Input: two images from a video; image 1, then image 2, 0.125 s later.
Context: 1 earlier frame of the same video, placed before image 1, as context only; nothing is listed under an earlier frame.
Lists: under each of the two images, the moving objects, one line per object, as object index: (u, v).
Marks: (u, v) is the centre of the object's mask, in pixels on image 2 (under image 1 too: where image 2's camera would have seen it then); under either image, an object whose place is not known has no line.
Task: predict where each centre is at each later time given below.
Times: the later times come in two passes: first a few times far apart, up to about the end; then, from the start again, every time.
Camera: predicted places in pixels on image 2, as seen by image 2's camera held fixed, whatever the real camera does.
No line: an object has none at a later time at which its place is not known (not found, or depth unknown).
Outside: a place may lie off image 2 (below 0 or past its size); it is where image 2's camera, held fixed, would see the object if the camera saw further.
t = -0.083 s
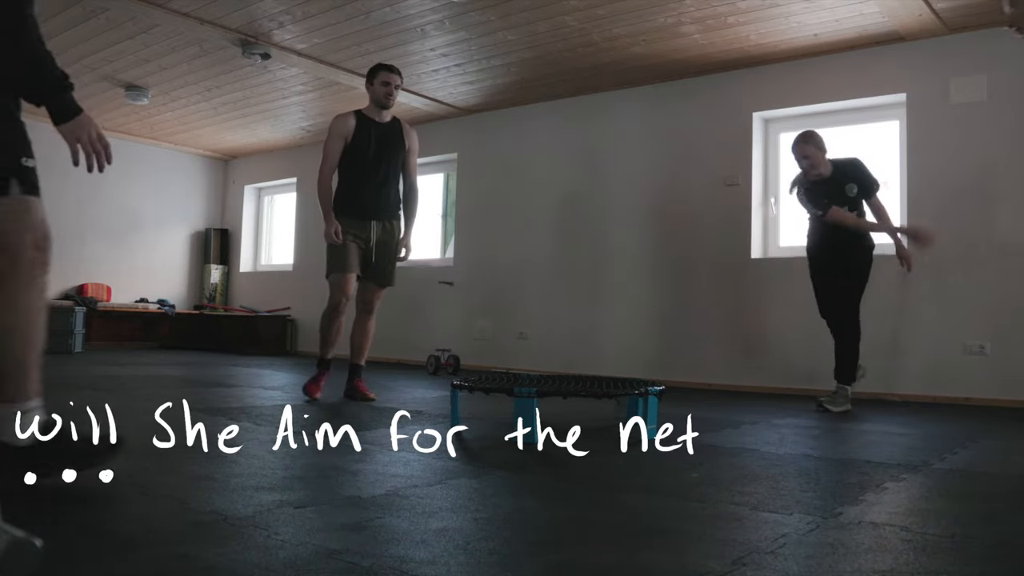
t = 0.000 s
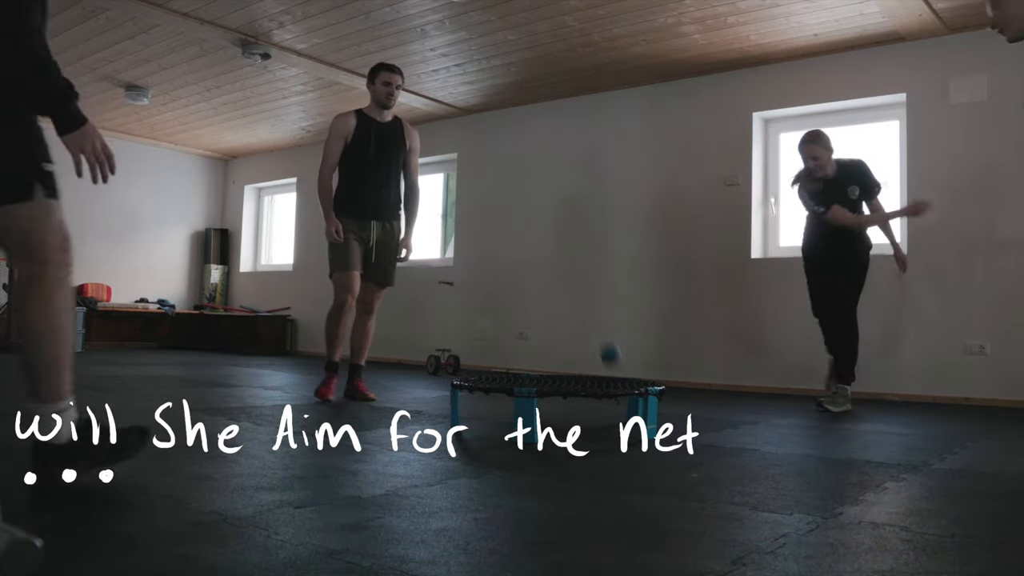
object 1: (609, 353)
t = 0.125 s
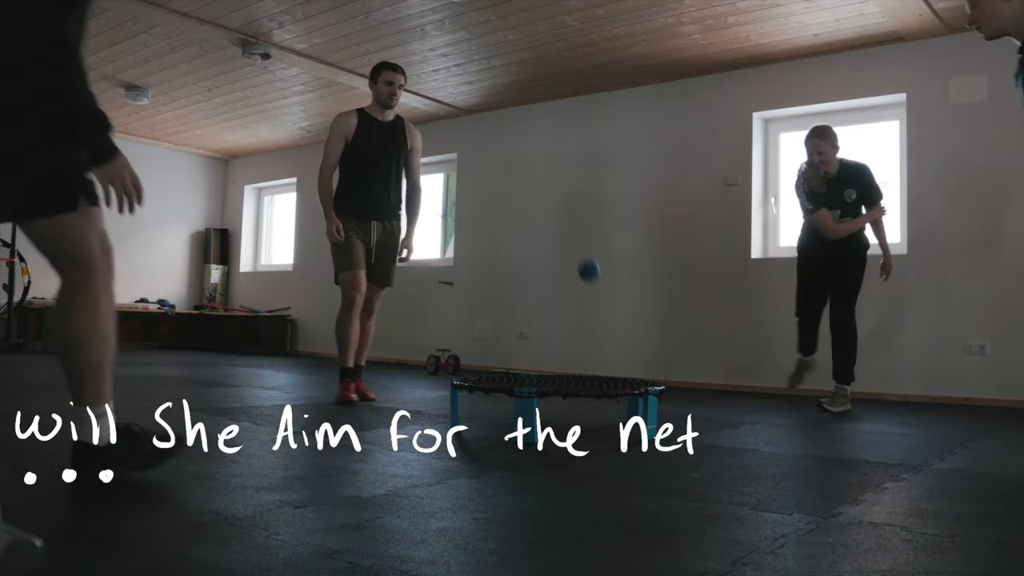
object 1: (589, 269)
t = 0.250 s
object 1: (564, 212)
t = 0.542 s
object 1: (497, 194)
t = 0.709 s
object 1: (449, 273)
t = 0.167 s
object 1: (580, 247)
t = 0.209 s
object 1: (572, 227)
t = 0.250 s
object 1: (564, 212)
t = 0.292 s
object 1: (555, 199)
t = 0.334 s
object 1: (546, 190)
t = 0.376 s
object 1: (537, 184)
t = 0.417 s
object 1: (527, 181)
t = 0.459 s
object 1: (517, 181)
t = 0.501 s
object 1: (508, 186)
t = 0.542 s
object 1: (497, 194)
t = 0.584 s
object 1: (485, 207)
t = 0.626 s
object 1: (474, 224)
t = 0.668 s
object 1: (463, 244)
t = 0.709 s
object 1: (449, 273)
